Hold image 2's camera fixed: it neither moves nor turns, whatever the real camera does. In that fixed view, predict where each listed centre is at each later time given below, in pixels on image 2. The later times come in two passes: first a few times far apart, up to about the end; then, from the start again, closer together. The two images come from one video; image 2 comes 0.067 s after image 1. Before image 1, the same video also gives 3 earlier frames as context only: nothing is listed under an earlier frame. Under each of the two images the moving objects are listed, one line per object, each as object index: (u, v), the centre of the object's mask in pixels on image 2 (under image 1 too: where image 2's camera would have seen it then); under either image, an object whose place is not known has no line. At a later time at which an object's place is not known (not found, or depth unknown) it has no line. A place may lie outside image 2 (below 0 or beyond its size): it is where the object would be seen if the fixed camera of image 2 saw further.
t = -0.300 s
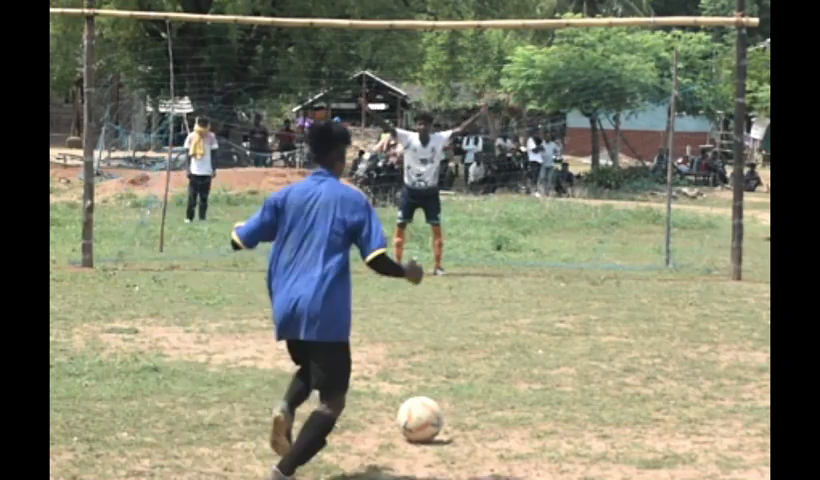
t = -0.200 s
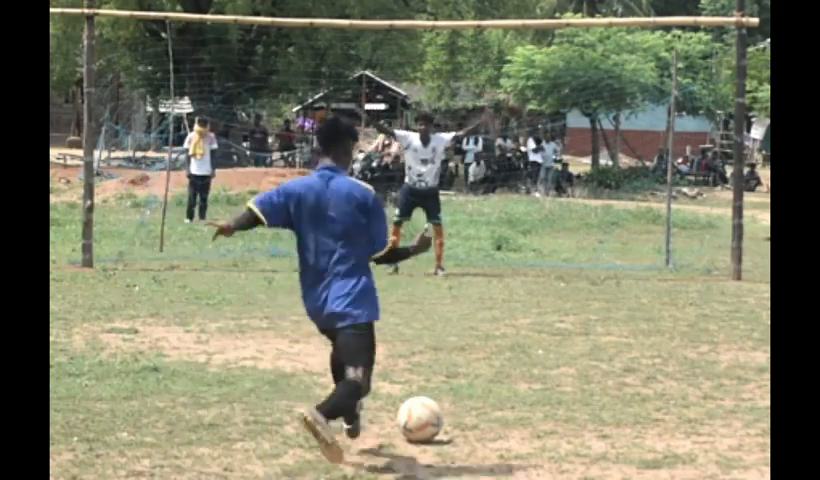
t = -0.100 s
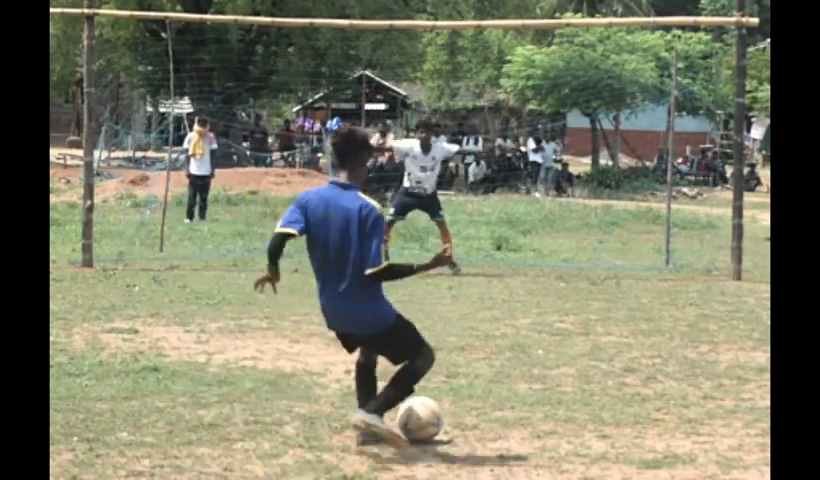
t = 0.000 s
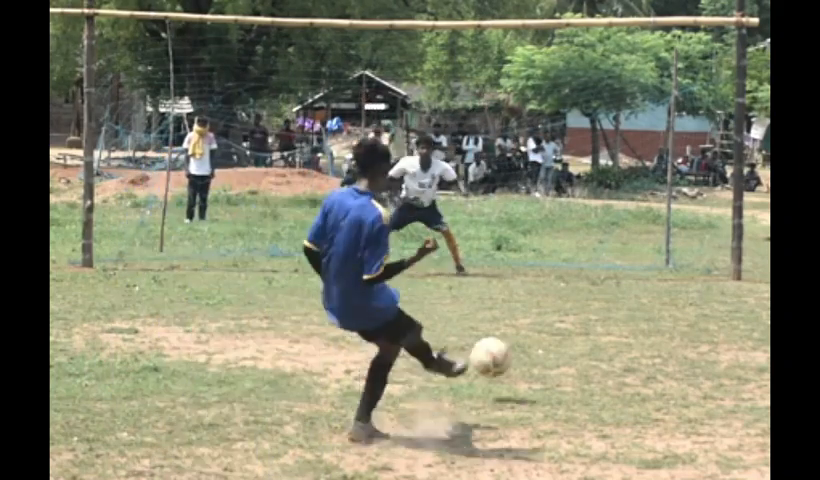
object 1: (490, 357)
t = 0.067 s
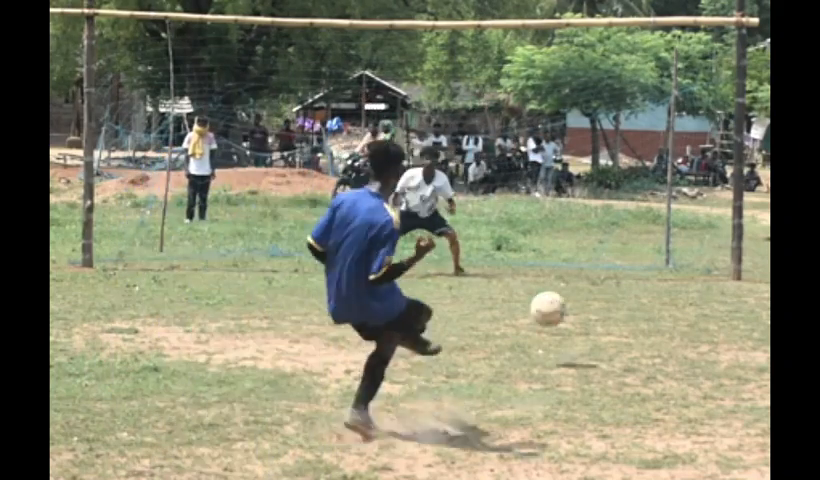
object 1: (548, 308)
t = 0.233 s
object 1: (631, 247)
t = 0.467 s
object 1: (679, 234)
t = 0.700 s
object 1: (713, 248)
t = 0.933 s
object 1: (730, 242)
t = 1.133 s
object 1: (755, 260)
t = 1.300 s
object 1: (766, 256)
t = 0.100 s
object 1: (570, 290)
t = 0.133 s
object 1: (589, 276)
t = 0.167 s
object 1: (605, 264)
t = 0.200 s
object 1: (619, 255)
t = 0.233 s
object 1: (631, 247)
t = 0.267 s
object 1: (641, 241)
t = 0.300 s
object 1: (650, 237)
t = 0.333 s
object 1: (658, 234)
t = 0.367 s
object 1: (664, 232)
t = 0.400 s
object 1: (670, 231)
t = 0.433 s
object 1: (674, 232)
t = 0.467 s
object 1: (679, 234)
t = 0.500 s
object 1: (682, 236)
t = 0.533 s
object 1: (685, 237)
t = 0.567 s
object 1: (692, 236)
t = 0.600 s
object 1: (697, 238)
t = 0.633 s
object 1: (702, 240)
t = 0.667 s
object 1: (708, 243)
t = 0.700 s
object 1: (713, 248)
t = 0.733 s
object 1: (719, 254)
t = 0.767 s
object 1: (722, 255)
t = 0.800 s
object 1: (724, 251)
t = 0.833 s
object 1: (725, 247)
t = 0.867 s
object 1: (727, 245)
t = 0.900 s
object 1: (729, 242)
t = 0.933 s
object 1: (730, 242)
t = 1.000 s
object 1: (747, 246)
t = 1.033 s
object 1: (748, 248)
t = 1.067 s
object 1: (750, 252)
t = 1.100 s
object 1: (752, 257)
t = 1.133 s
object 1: (755, 260)
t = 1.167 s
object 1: (759, 258)
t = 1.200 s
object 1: (761, 256)
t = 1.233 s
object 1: (763, 255)
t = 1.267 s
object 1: (765, 255)
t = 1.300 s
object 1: (766, 256)
